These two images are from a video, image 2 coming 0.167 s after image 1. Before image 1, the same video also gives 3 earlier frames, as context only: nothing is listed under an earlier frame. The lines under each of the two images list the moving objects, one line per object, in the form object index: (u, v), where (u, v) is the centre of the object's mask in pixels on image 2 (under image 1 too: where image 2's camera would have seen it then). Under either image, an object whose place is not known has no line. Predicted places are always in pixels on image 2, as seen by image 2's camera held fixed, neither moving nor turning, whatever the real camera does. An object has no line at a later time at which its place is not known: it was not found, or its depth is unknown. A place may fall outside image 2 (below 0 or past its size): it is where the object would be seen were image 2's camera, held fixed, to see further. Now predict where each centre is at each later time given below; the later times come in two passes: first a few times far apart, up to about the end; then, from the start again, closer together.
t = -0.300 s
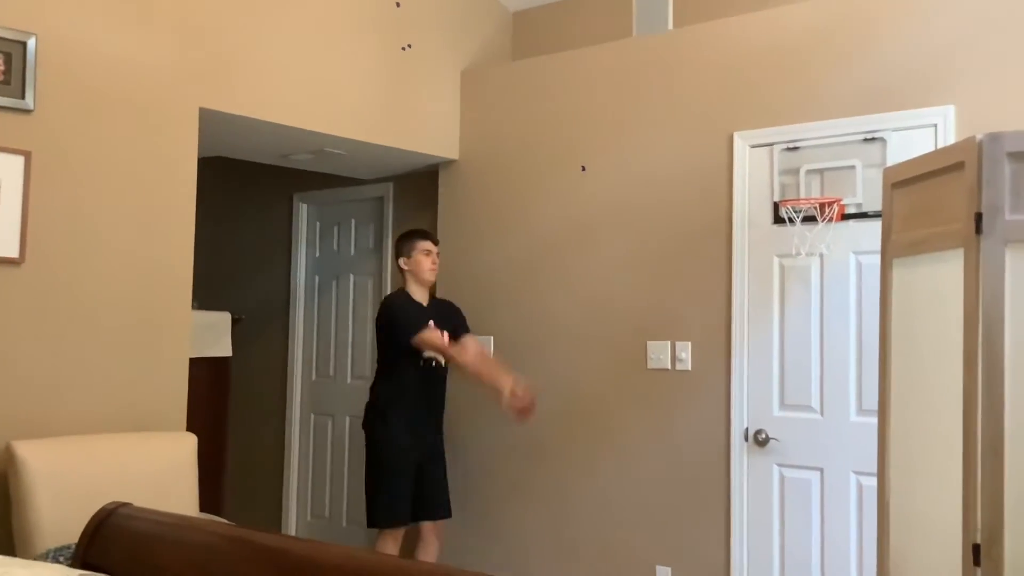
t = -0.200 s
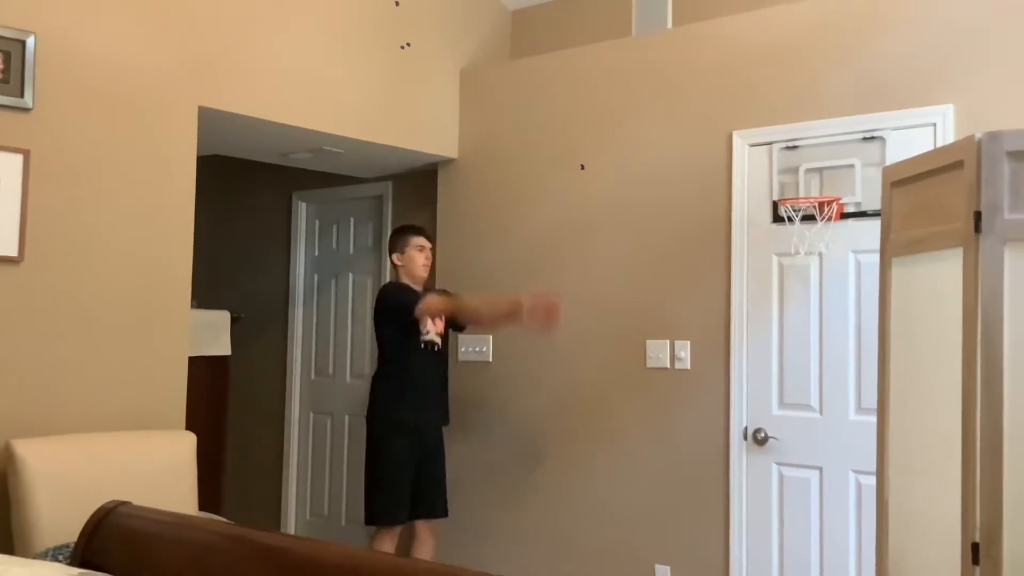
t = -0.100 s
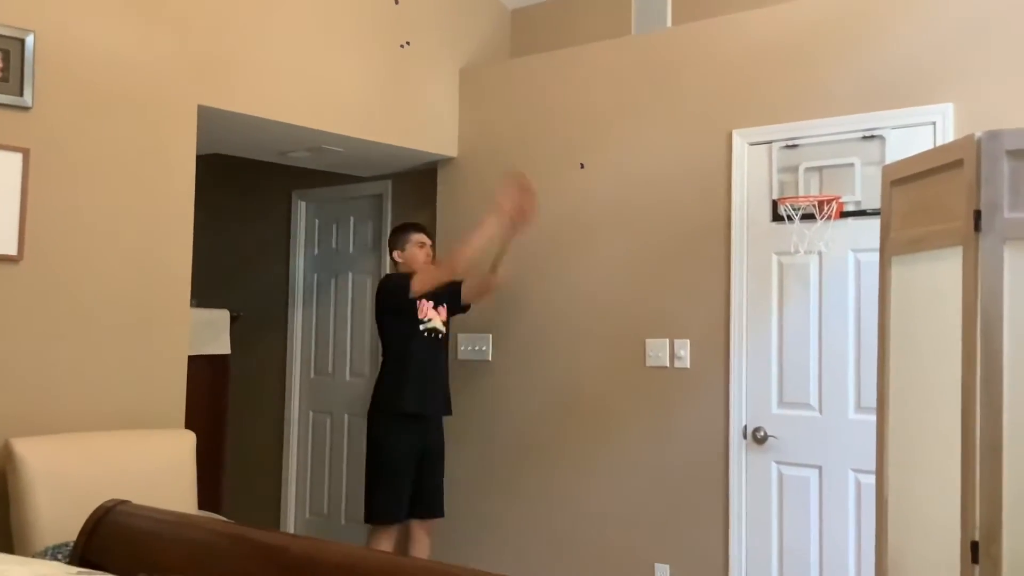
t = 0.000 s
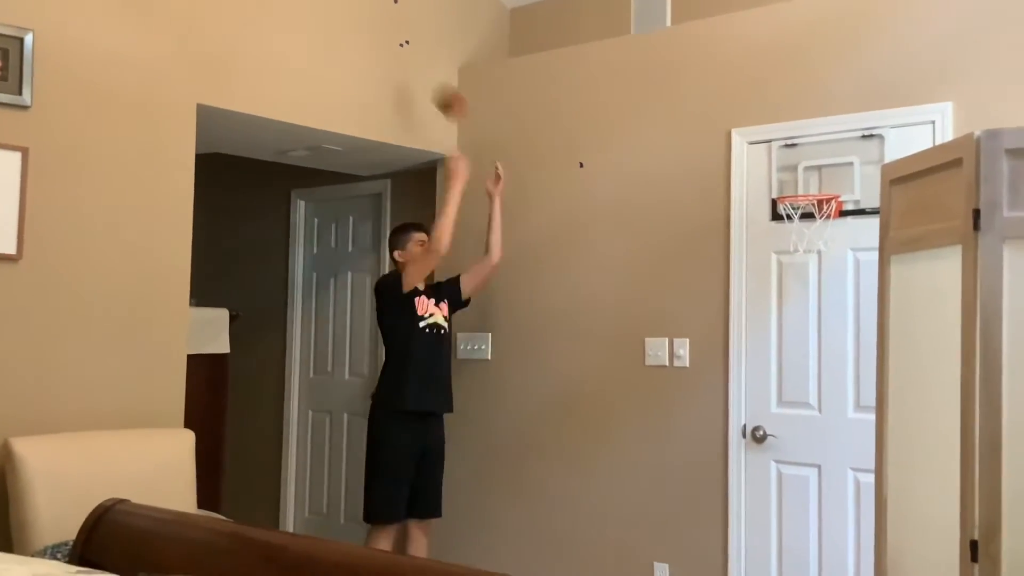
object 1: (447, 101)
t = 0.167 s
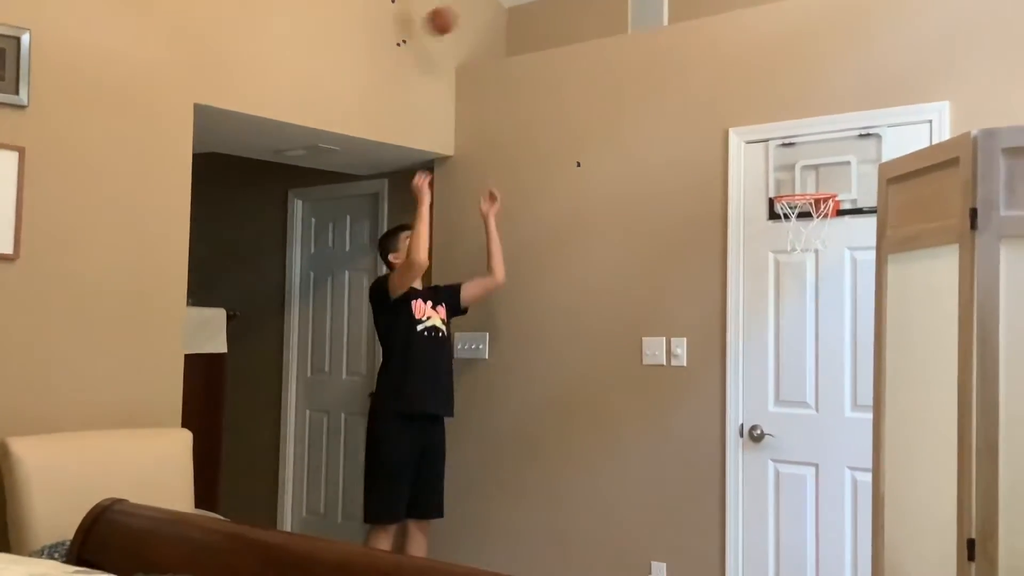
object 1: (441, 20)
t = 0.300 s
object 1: (520, 7)
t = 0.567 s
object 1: (701, 84)
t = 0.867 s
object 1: (782, 184)
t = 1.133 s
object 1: (792, 171)
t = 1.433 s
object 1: (770, 341)
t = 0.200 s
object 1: (460, 13)
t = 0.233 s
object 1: (480, 9)
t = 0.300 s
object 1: (520, 7)
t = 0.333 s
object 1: (540, 7)
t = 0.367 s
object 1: (562, 9)
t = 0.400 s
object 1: (585, 12)
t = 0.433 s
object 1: (607, 18)
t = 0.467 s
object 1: (629, 29)
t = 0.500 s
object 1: (653, 45)
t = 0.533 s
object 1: (677, 63)
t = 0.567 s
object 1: (701, 84)
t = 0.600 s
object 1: (728, 109)
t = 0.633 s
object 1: (756, 141)
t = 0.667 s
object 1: (783, 172)
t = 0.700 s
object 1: (806, 191)
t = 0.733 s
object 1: (822, 199)
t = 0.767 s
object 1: (817, 197)
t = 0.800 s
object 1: (805, 186)
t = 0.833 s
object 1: (792, 184)
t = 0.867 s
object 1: (782, 184)
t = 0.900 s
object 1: (781, 180)
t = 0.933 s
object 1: (783, 169)
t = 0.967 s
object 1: (784, 161)
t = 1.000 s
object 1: (786, 158)
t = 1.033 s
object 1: (788, 157)
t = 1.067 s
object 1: (789, 158)
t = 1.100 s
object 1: (790, 162)
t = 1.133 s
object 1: (792, 171)
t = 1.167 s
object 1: (794, 182)
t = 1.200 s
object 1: (792, 192)
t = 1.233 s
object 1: (789, 204)
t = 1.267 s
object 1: (787, 215)
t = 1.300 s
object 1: (784, 234)
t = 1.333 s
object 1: (780, 254)
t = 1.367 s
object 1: (777, 278)
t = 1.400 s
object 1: (774, 308)
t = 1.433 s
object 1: (770, 341)
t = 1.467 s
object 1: (767, 377)
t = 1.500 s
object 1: (764, 419)
